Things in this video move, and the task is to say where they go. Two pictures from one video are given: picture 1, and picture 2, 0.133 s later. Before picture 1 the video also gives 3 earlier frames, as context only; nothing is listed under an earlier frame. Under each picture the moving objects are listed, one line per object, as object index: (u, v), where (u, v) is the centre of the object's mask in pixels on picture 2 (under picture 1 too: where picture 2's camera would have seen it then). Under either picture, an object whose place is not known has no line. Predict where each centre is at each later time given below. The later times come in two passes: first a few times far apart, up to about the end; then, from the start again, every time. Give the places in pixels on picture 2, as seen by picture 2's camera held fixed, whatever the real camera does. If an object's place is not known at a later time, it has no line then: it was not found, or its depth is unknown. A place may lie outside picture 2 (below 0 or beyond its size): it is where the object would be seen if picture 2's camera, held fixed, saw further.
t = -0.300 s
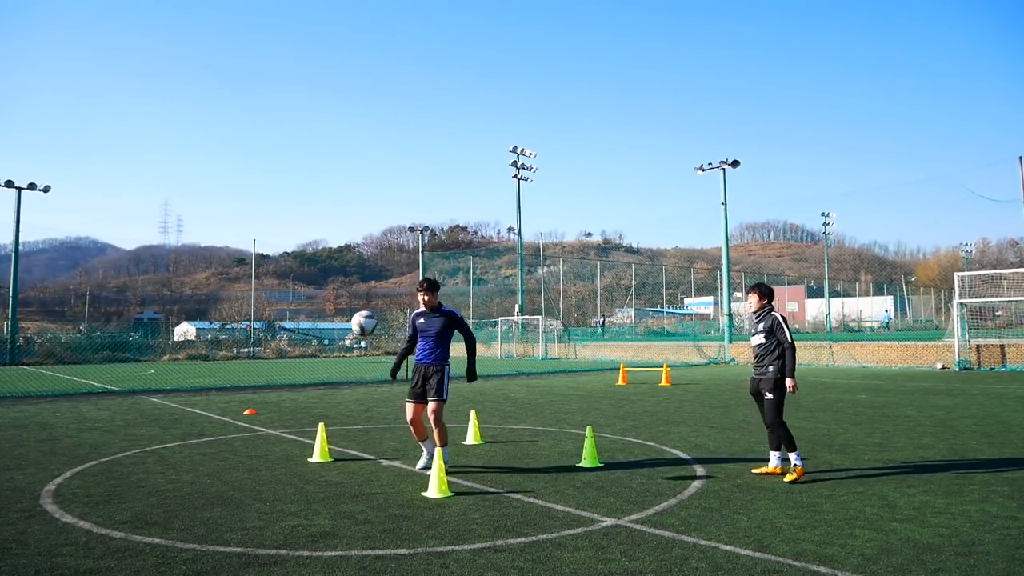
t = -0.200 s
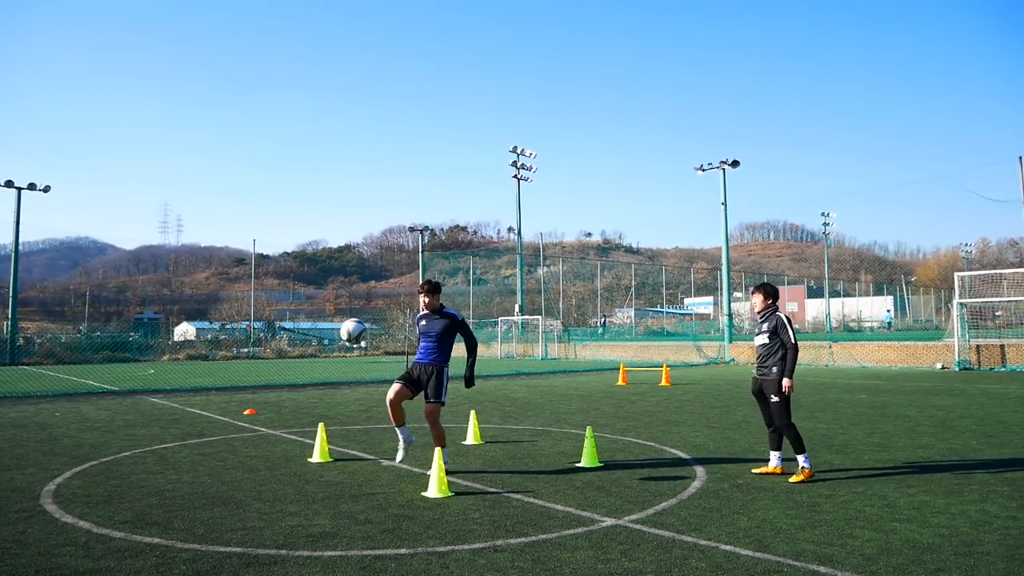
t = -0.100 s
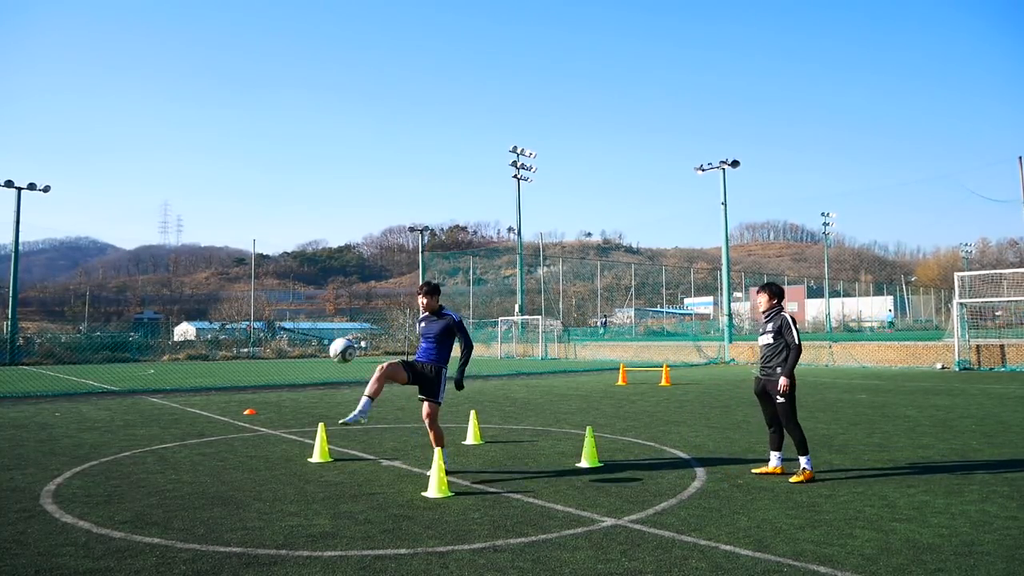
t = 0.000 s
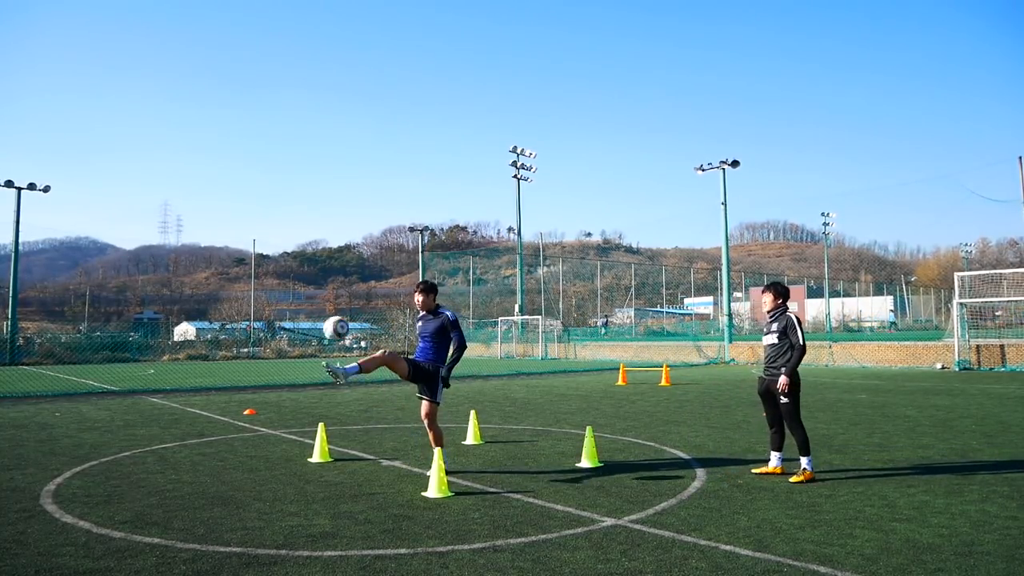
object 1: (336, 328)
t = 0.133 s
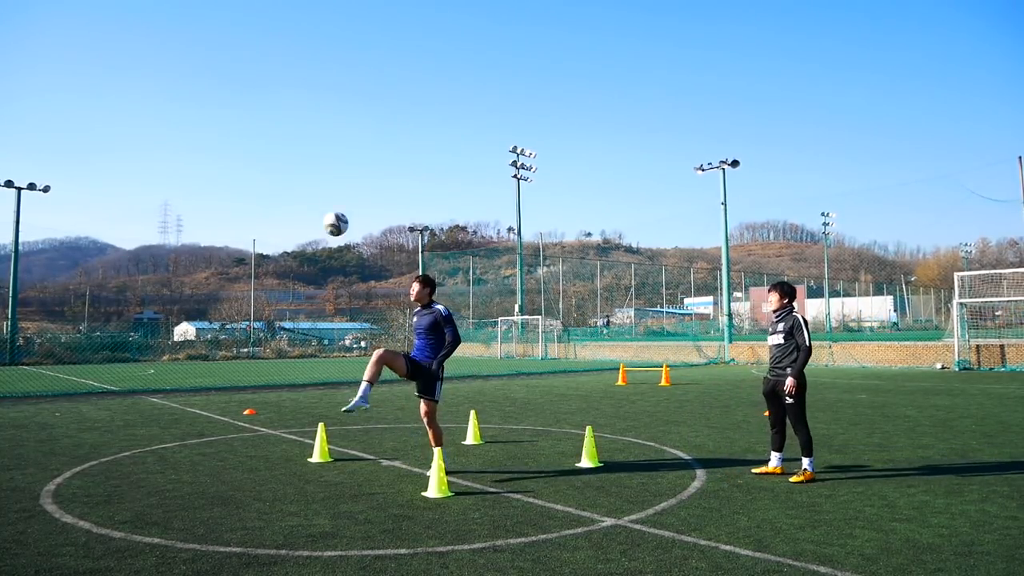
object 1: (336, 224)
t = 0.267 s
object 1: (336, 141)
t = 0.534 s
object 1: (335, 38)
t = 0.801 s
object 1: (334, 12)
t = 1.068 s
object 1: (332, 58)
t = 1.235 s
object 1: (330, 124)
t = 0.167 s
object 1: (335, 201)
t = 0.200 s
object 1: (336, 180)
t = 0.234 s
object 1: (335, 160)
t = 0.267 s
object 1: (336, 141)
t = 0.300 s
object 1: (335, 124)
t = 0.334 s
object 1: (335, 108)
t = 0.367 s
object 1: (335, 93)
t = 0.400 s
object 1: (335, 80)
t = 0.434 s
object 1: (335, 68)
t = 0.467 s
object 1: (335, 57)
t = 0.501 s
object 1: (335, 47)
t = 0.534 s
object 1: (335, 38)
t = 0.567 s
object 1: (335, 31)
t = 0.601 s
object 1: (335, 25)
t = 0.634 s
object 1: (335, 20)
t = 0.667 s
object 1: (335, 16)
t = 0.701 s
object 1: (335, 13)
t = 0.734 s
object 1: (335, 12)
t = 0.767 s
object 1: (334, 12)
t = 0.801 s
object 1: (334, 12)
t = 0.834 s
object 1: (334, 13)
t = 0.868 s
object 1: (334, 16)
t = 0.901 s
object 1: (333, 21)
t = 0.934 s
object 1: (333, 26)
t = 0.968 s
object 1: (333, 32)
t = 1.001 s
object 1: (333, 39)
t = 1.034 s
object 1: (332, 48)
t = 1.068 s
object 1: (332, 58)
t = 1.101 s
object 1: (332, 69)
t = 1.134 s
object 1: (331, 81)
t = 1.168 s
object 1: (331, 94)
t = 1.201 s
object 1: (331, 109)
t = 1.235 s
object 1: (330, 124)
